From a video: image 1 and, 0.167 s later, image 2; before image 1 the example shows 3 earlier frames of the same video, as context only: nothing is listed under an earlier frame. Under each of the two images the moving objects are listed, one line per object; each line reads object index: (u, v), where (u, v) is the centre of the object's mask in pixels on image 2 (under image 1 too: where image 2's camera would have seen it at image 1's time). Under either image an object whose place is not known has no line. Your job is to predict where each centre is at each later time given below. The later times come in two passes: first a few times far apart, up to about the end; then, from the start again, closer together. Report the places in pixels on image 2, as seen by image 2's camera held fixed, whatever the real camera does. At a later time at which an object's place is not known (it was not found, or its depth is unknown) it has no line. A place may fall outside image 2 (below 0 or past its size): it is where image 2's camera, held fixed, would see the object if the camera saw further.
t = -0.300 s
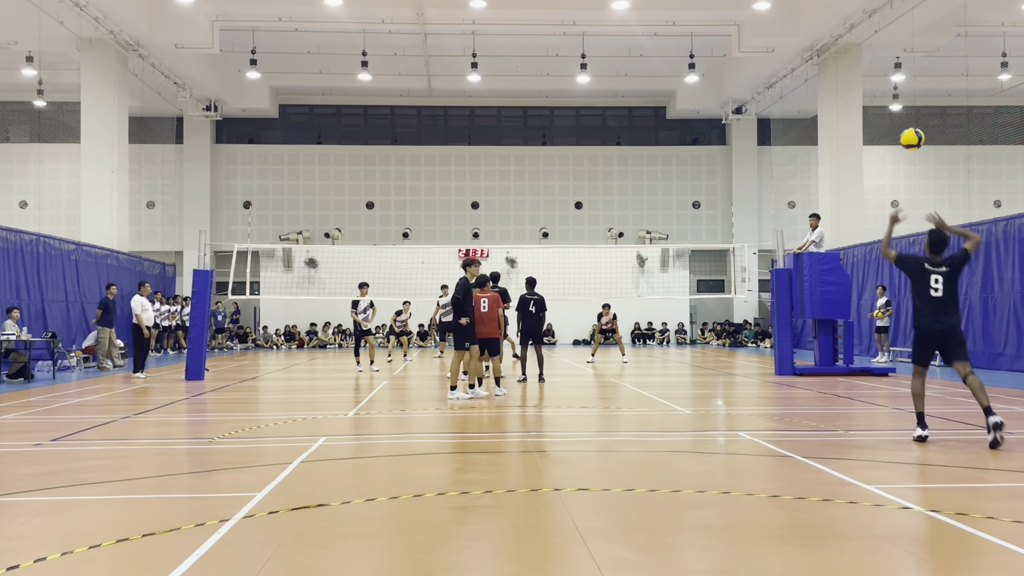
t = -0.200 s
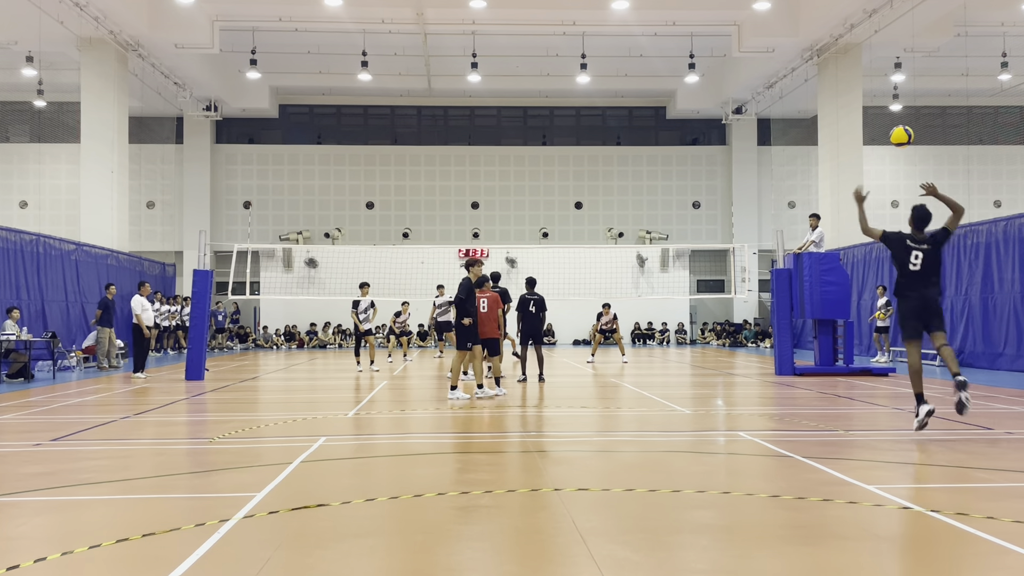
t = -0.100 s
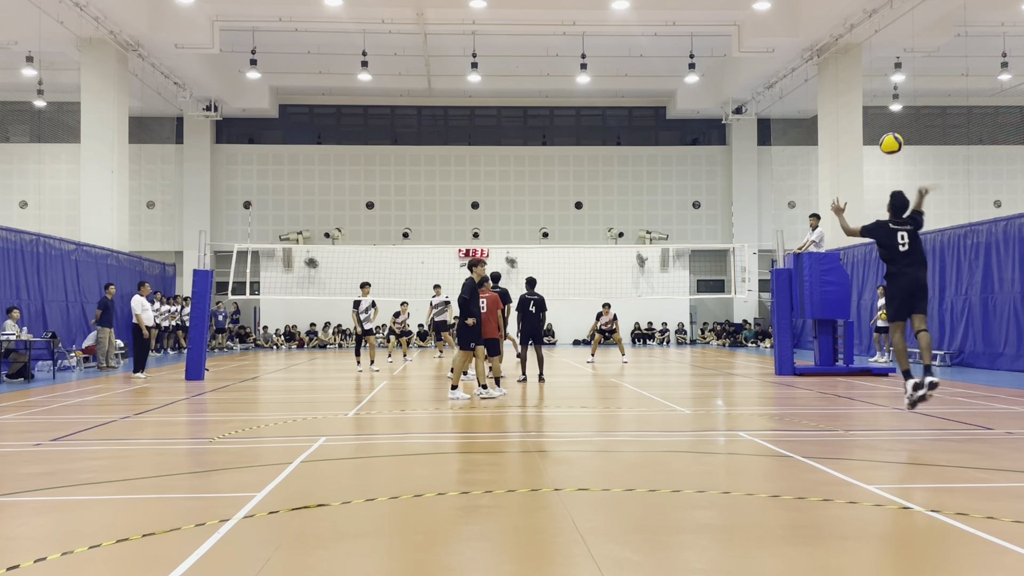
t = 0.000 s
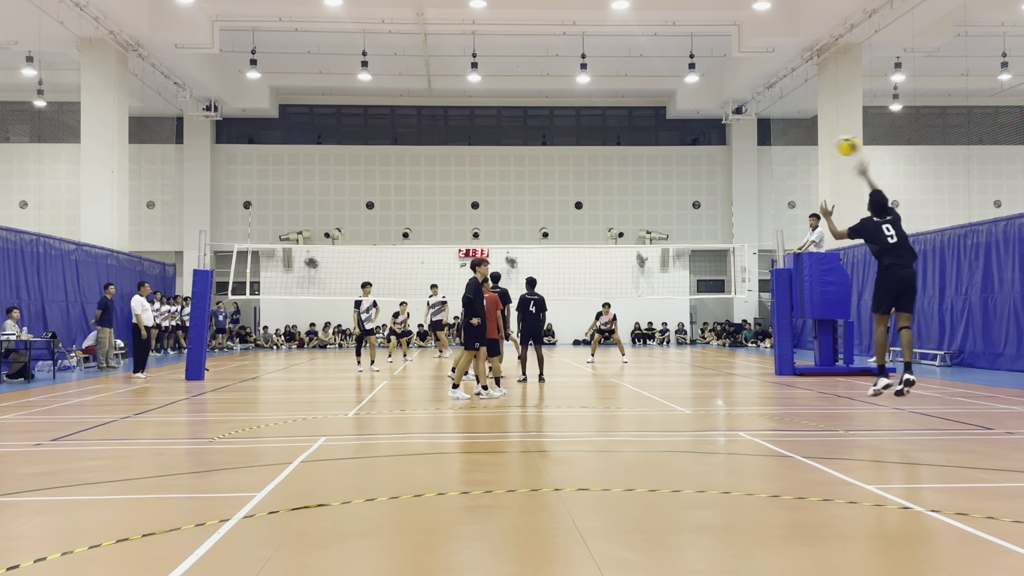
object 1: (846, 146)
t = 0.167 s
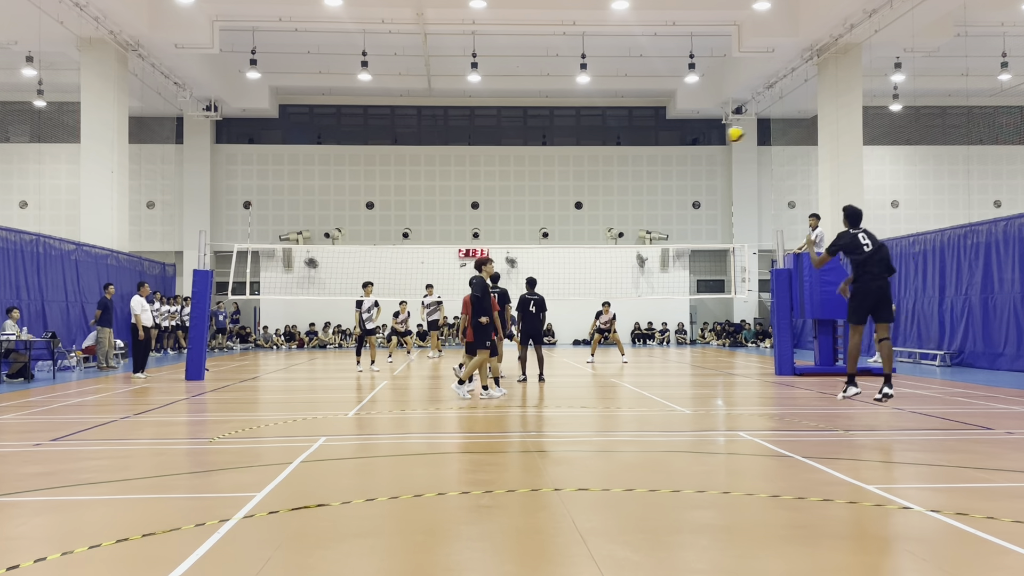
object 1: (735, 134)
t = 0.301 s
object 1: (678, 141)
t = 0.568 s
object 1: (599, 182)
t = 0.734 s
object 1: (564, 217)
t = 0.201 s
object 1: (719, 135)
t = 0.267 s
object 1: (691, 139)
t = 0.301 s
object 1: (678, 141)
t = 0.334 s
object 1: (666, 145)
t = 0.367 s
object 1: (654, 149)
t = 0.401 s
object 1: (644, 153)
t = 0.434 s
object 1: (633, 158)
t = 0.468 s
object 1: (625, 164)
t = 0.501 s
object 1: (616, 170)
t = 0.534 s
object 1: (607, 176)
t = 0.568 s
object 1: (599, 182)
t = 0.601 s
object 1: (591, 188)
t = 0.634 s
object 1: (584, 195)
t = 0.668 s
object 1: (578, 203)
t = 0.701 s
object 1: (571, 210)
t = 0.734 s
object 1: (564, 217)
